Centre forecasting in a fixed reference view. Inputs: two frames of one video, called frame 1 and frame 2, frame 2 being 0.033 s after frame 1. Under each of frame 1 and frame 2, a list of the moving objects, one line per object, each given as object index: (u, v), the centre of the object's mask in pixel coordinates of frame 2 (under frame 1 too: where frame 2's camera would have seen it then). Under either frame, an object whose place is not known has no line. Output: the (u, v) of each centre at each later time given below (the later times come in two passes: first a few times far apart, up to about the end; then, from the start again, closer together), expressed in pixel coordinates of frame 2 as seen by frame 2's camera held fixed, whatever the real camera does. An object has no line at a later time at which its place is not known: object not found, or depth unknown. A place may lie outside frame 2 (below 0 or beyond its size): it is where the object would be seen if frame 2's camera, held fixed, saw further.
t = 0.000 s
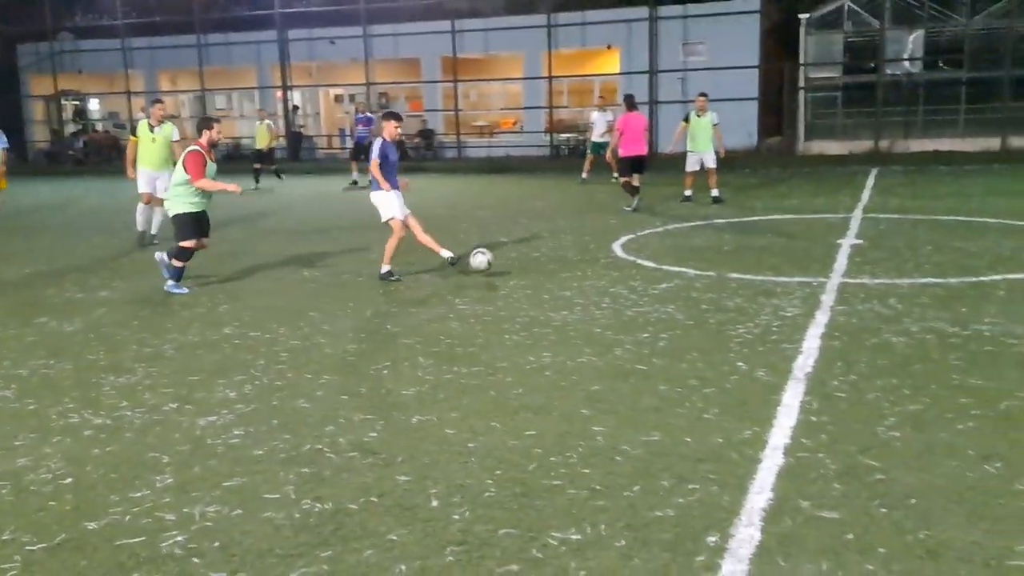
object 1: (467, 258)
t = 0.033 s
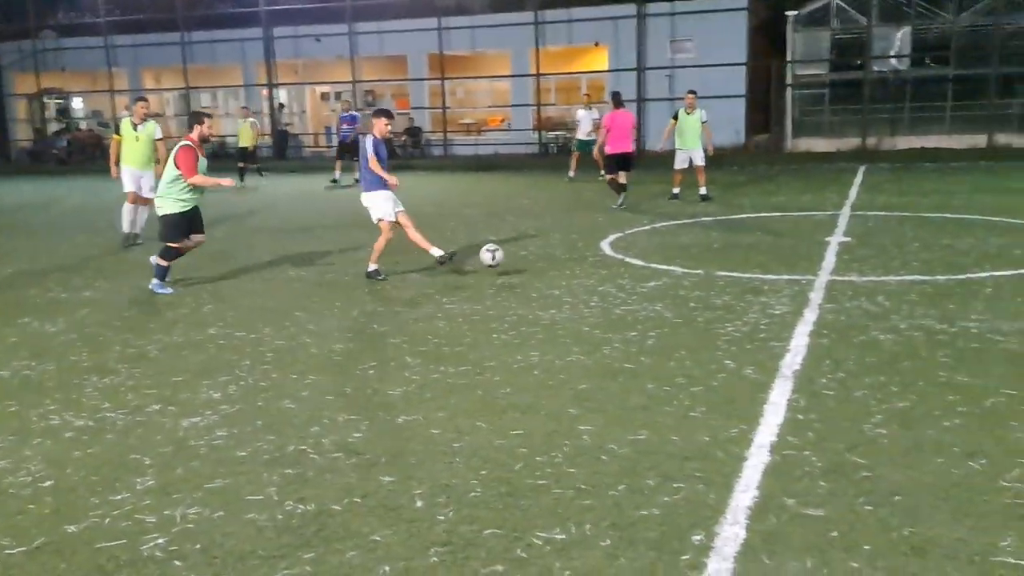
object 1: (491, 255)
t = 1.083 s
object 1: (1385, 298)
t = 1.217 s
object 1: (1535, 293)
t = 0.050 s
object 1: (504, 253)
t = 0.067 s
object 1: (516, 252)
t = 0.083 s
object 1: (529, 252)
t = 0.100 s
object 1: (542, 251)
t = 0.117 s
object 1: (555, 252)
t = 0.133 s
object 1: (568, 252)
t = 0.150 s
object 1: (581, 252)
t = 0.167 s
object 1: (593, 253)
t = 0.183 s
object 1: (608, 254)
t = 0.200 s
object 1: (619, 255)
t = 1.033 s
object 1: (1331, 291)
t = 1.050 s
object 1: (1348, 293)
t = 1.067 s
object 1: (1367, 295)
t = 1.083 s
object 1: (1385, 298)
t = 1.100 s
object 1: (1403, 299)
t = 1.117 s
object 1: (1422, 298)
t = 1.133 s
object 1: (1440, 296)
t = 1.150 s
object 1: (1459, 295)
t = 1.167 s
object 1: (1478, 293)
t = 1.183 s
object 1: (1496, 293)
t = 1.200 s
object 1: (1516, 292)
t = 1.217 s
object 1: (1535, 293)
